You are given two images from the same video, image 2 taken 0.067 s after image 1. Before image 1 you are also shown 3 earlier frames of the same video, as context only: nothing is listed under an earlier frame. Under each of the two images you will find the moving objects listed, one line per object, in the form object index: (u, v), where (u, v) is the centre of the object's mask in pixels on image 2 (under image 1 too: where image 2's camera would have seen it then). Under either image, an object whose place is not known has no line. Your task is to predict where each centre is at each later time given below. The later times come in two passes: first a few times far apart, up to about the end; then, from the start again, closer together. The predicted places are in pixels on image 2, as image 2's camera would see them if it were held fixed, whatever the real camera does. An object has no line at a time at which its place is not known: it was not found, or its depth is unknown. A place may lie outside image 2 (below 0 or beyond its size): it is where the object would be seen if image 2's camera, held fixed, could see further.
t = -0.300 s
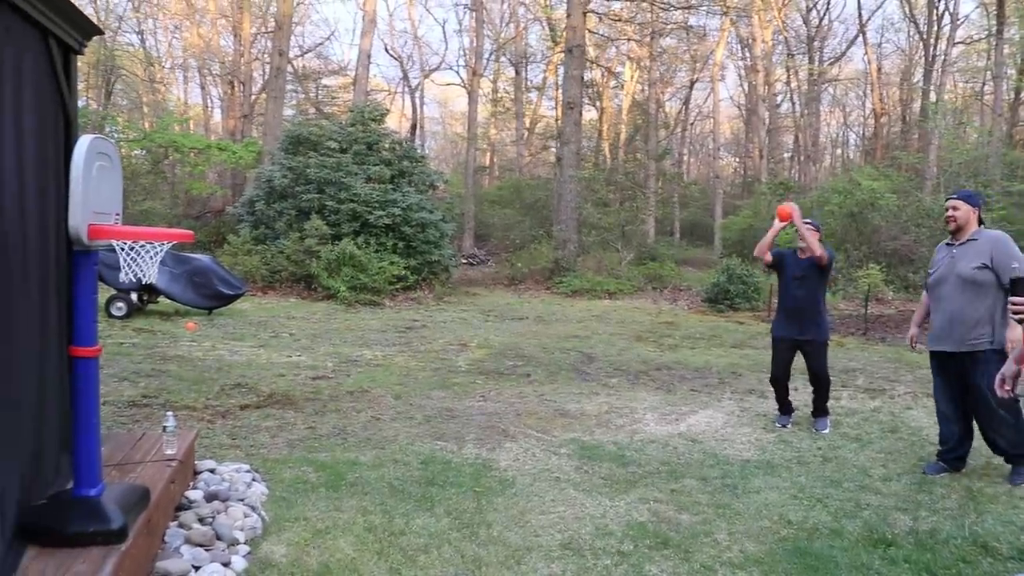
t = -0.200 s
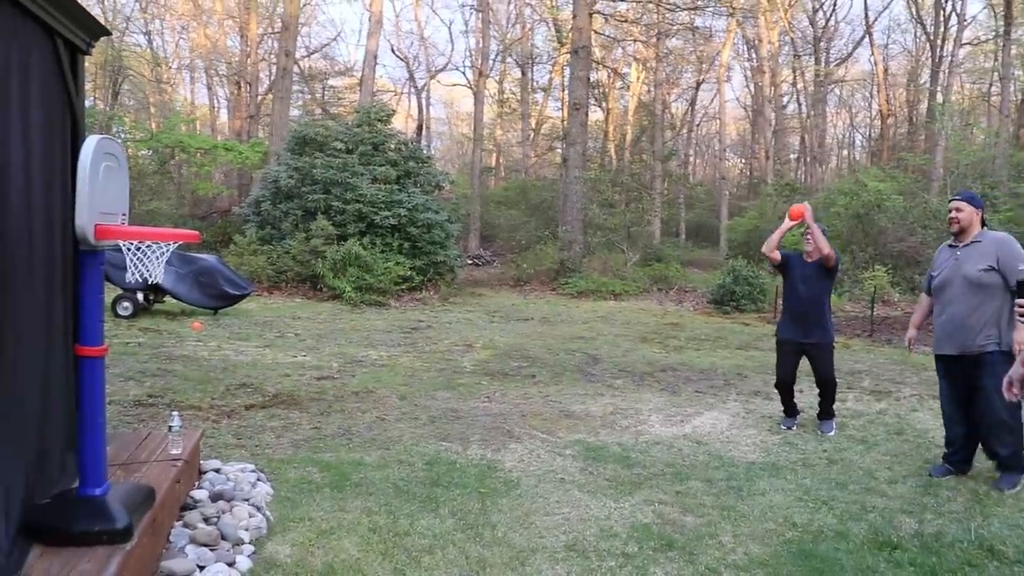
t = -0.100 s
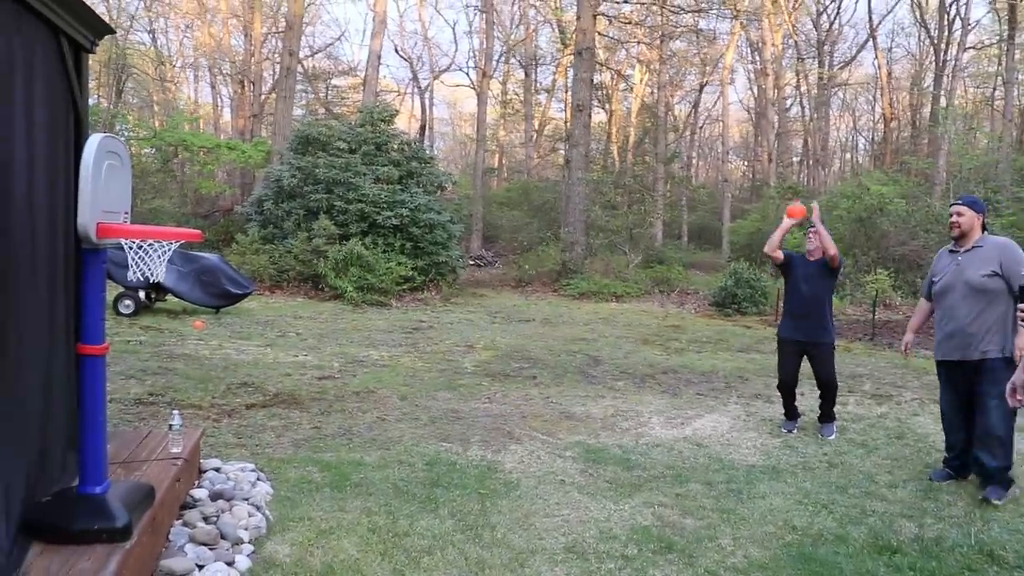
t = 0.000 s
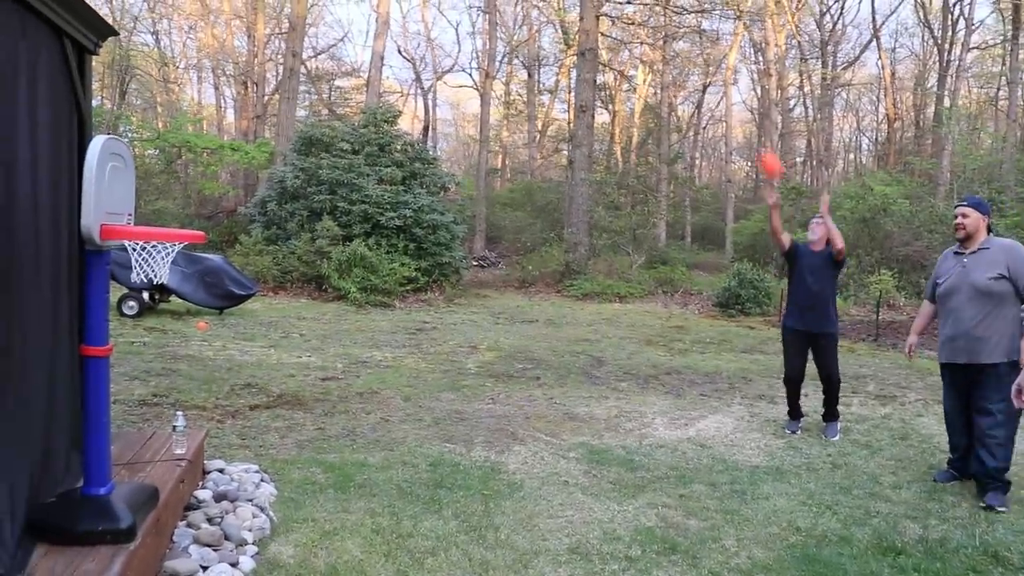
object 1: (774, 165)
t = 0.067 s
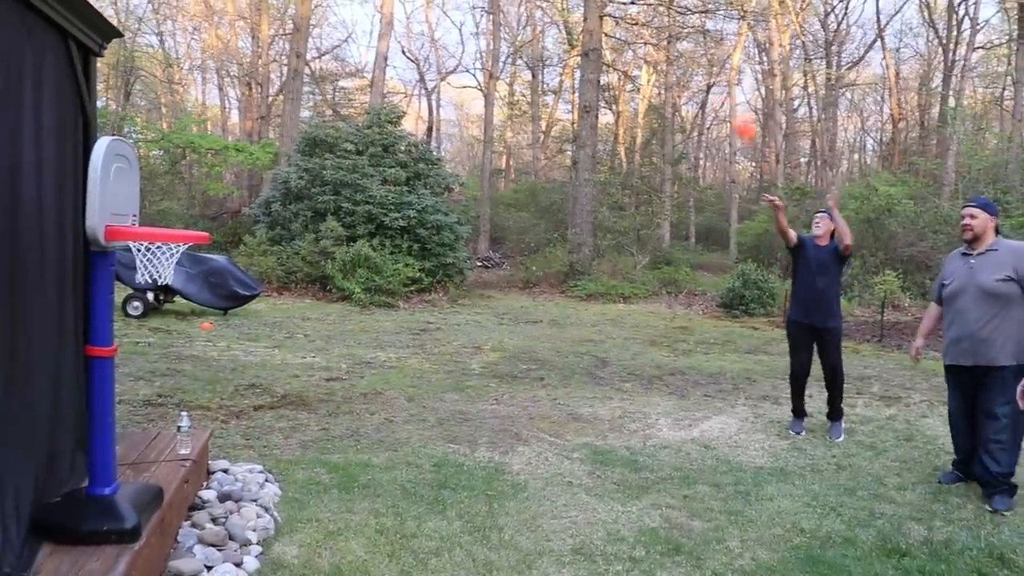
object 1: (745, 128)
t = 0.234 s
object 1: (657, 57)
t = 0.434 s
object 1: (512, 15)
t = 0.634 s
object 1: (300, 54)
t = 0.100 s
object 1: (729, 113)
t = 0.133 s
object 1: (713, 98)
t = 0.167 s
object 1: (697, 84)
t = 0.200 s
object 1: (677, 69)
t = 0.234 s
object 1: (657, 57)
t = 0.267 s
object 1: (635, 47)
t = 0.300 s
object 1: (613, 36)
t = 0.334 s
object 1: (590, 28)
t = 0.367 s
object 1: (567, 22)
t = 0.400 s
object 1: (539, 16)
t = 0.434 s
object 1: (512, 15)
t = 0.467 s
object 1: (482, 14)
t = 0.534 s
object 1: (418, 22)
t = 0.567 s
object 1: (384, 28)
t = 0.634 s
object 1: (300, 54)
